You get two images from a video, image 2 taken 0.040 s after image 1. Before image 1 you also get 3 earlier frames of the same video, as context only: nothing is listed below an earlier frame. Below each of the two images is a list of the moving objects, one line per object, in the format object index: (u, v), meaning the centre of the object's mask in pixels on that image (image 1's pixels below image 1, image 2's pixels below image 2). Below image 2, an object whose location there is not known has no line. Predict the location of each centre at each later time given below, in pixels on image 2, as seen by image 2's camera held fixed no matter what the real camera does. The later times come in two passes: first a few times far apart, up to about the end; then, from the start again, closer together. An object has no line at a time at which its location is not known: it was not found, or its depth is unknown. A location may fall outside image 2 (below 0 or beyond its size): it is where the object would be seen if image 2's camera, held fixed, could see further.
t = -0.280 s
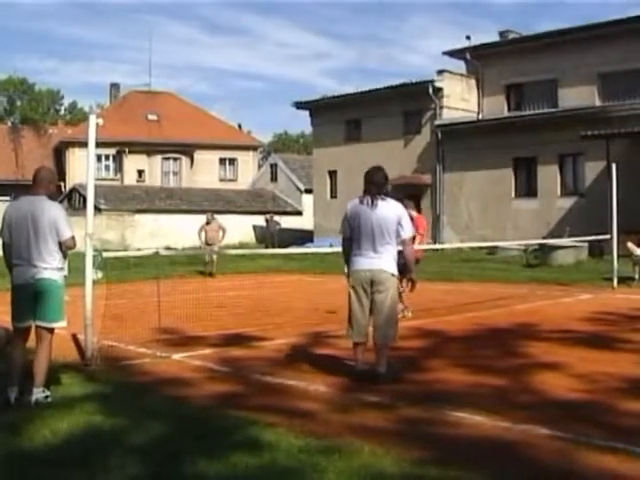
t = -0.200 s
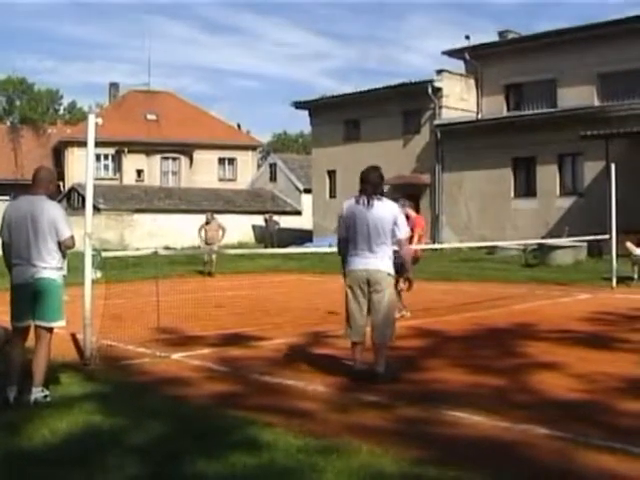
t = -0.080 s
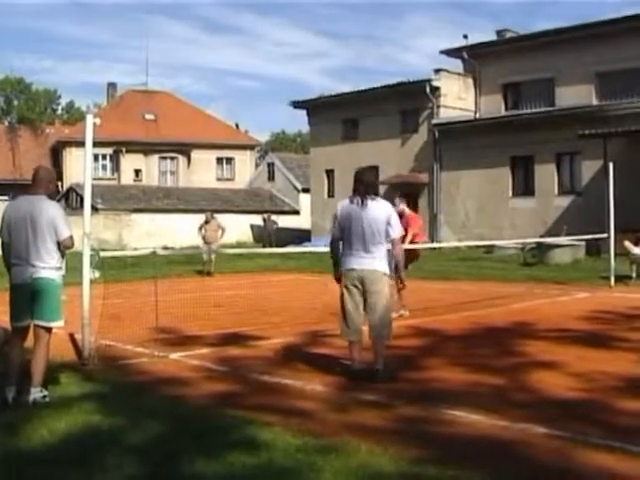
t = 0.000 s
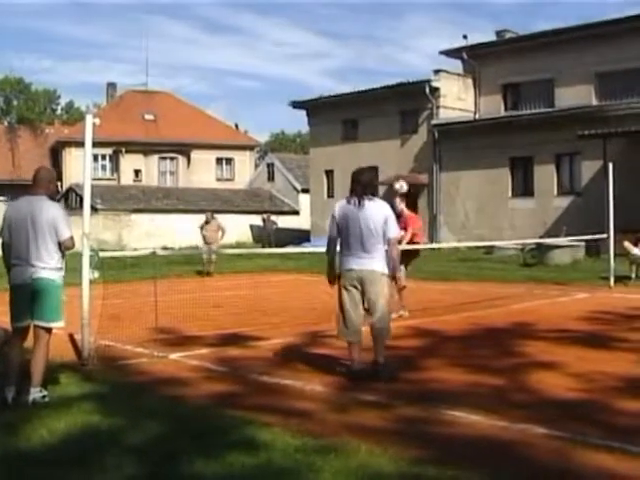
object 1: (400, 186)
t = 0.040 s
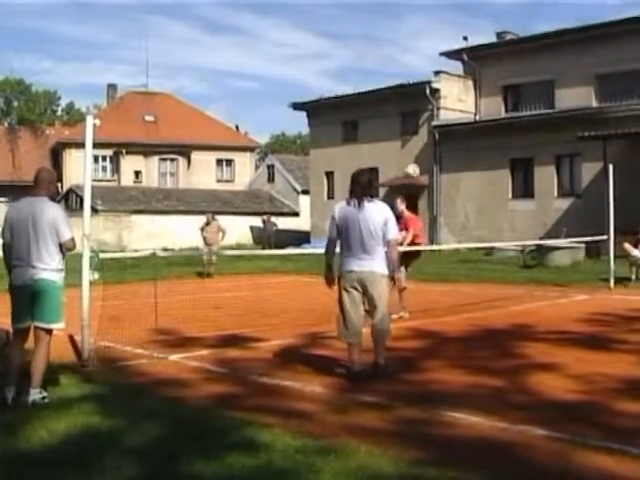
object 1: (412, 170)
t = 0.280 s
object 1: (484, 89)
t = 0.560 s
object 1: (576, 45)
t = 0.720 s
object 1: (633, 49)
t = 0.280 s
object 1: (484, 89)
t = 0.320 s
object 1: (496, 79)
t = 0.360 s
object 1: (508, 72)
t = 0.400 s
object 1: (522, 64)
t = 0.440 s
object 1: (535, 57)
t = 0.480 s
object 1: (548, 52)
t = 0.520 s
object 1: (562, 48)
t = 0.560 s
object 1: (576, 45)
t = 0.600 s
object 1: (590, 44)
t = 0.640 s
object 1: (605, 44)
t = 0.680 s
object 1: (619, 46)
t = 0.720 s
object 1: (633, 49)
